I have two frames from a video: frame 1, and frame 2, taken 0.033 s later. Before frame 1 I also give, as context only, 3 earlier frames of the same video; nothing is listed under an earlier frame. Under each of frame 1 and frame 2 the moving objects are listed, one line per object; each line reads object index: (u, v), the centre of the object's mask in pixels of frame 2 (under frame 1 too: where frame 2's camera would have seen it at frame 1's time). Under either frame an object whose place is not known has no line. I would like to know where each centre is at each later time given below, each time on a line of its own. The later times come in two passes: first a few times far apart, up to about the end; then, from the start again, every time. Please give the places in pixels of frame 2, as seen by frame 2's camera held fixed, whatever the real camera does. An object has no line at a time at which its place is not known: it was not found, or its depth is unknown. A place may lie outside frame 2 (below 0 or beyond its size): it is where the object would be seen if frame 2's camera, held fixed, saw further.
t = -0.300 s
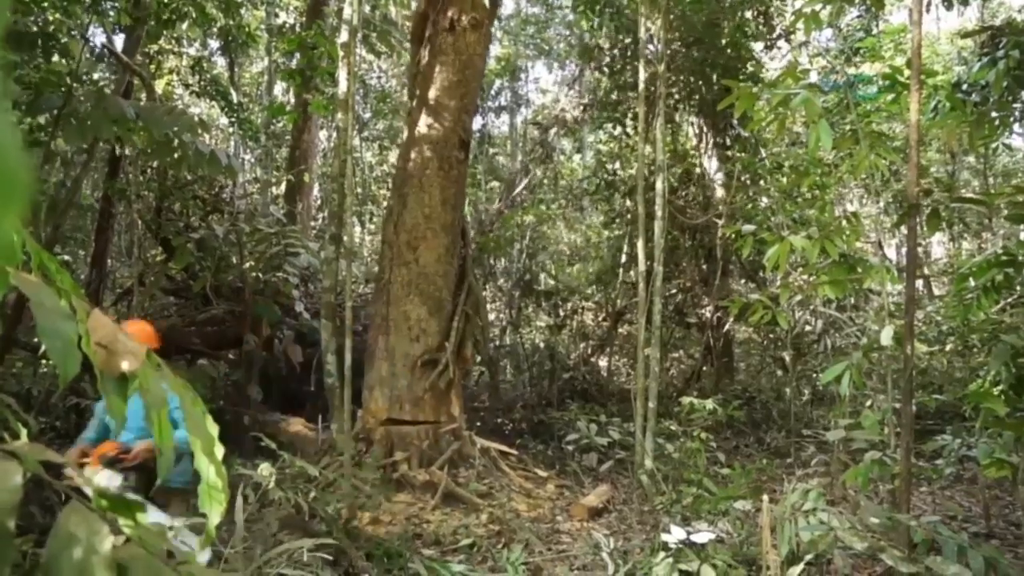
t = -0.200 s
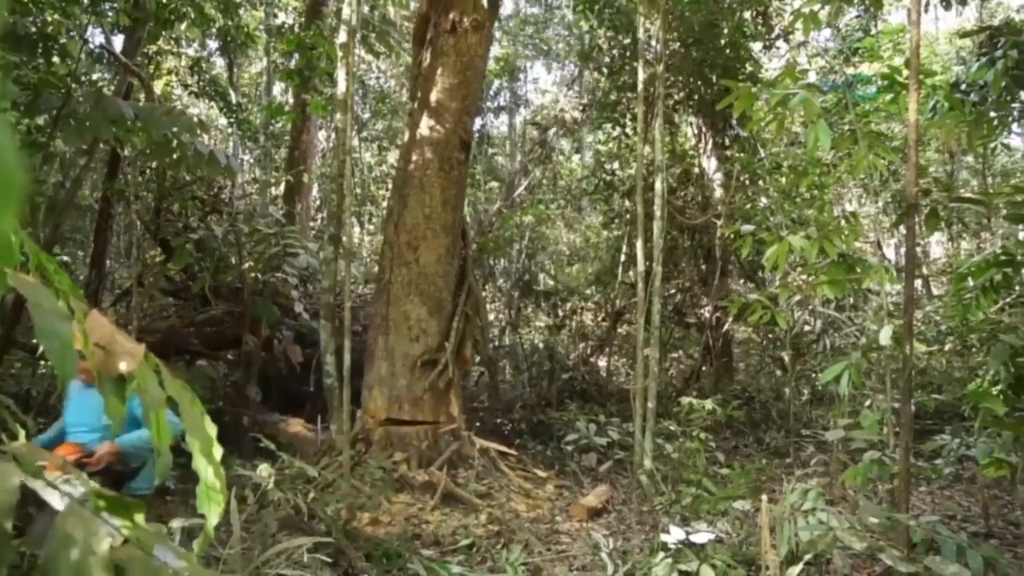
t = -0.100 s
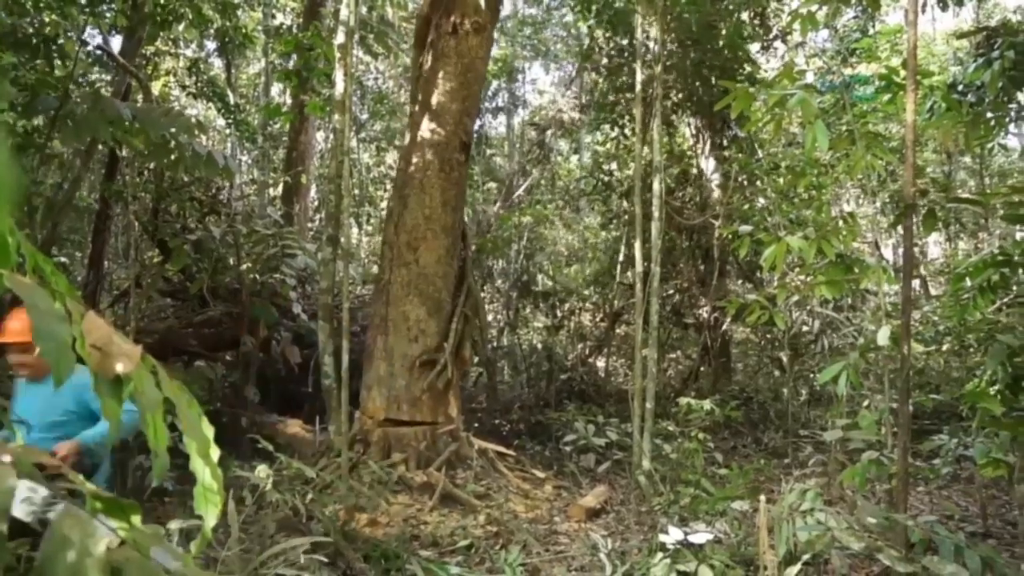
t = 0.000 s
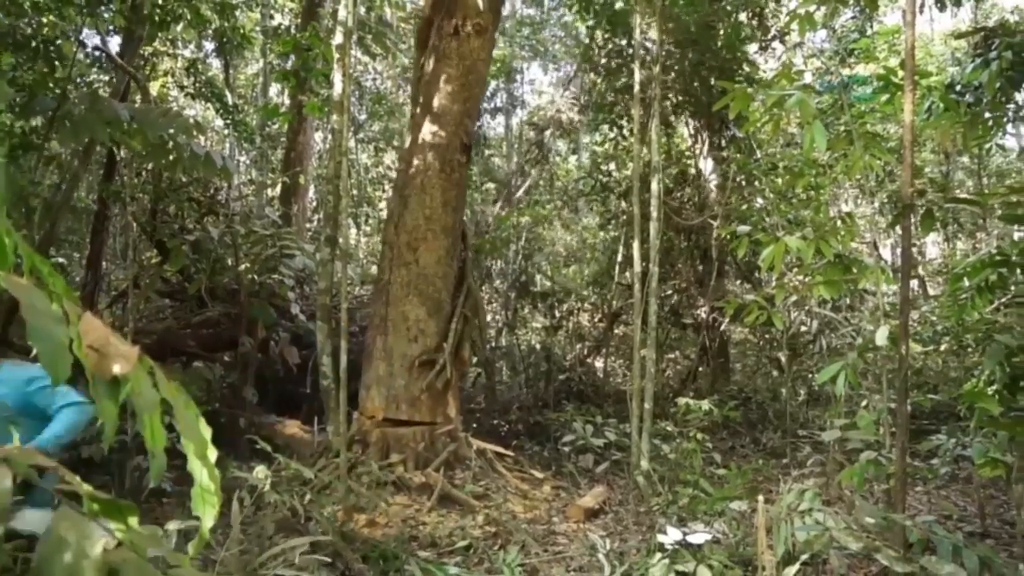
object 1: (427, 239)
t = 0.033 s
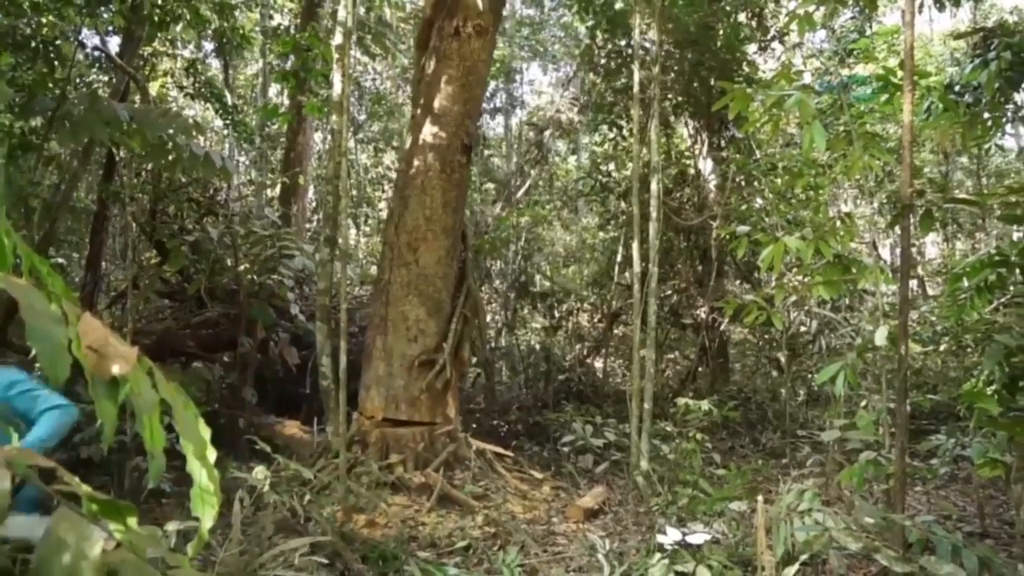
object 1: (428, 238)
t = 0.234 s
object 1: (432, 238)
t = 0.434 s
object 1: (436, 237)
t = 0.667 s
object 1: (442, 236)
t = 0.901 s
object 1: (448, 239)
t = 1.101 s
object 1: (454, 238)
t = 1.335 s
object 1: (460, 243)
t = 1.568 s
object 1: (468, 243)
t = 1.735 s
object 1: (478, 228)
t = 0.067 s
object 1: (429, 238)
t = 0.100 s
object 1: (429, 238)
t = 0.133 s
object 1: (430, 239)
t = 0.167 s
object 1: (431, 238)
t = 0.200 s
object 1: (432, 238)
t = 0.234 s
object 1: (432, 238)
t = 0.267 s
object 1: (433, 238)
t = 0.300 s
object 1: (434, 237)
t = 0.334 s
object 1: (434, 237)
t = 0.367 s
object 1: (435, 237)
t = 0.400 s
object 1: (436, 237)
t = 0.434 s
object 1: (436, 237)
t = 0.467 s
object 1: (437, 237)
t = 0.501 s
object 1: (438, 237)
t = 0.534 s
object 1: (439, 236)
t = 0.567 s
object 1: (440, 236)
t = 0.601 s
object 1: (440, 237)
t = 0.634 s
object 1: (441, 236)
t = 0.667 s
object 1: (442, 236)
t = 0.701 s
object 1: (443, 238)
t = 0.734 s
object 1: (444, 238)
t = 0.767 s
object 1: (444, 238)
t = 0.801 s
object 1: (445, 238)
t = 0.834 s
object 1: (446, 238)
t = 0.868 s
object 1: (447, 239)
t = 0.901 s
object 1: (448, 239)
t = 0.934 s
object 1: (449, 239)
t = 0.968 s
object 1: (450, 240)
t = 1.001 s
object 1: (450, 240)
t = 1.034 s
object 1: (452, 239)
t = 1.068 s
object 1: (453, 239)
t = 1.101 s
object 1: (454, 238)
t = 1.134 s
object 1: (454, 239)
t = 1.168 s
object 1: (455, 241)
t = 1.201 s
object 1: (456, 241)
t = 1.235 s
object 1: (456, 242)
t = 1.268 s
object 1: (458, 242)
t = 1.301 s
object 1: (459, 241)
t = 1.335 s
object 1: (460, 243)
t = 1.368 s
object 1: (461, 243)
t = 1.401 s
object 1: (462, 244)
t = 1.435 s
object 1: (463, 244)
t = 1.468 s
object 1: (465, 244)
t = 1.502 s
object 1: (466, 244)
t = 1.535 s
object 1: (467, 243)
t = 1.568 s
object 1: (468, 243)
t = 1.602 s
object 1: (469, 243)
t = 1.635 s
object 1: (475, 228)
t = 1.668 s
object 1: (476, 228)
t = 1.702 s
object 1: (477, 229)
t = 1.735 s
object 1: (478, 228)
